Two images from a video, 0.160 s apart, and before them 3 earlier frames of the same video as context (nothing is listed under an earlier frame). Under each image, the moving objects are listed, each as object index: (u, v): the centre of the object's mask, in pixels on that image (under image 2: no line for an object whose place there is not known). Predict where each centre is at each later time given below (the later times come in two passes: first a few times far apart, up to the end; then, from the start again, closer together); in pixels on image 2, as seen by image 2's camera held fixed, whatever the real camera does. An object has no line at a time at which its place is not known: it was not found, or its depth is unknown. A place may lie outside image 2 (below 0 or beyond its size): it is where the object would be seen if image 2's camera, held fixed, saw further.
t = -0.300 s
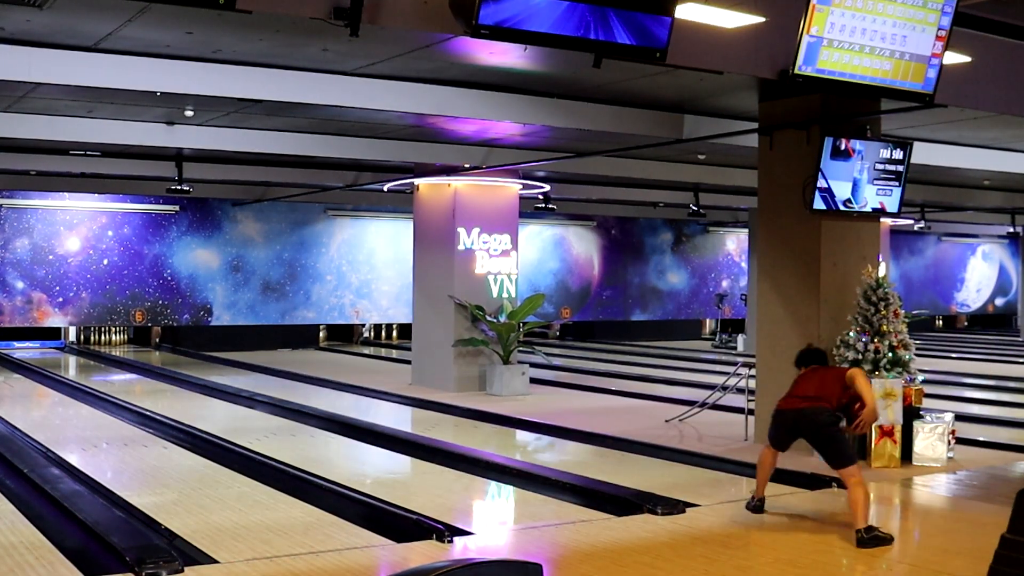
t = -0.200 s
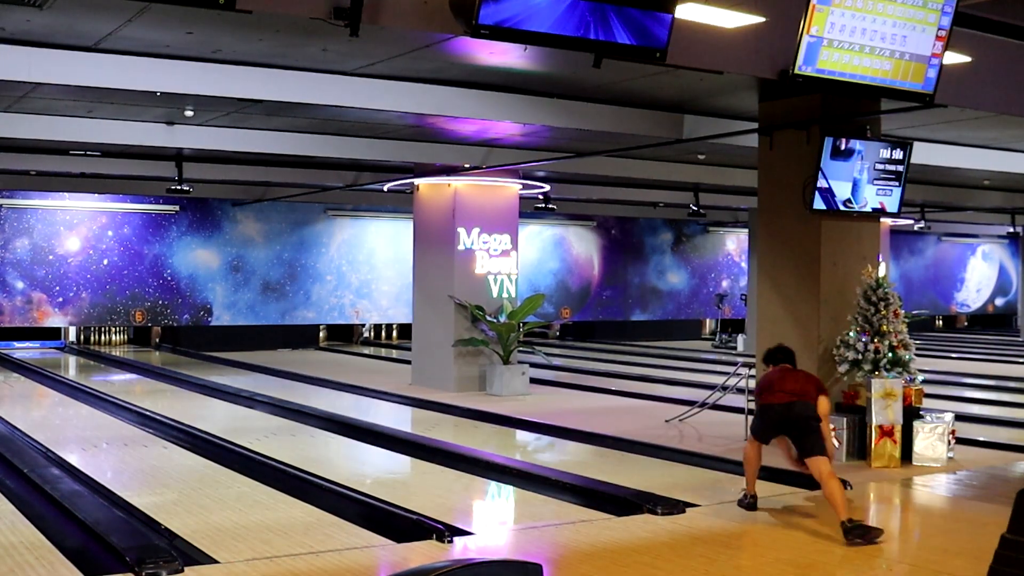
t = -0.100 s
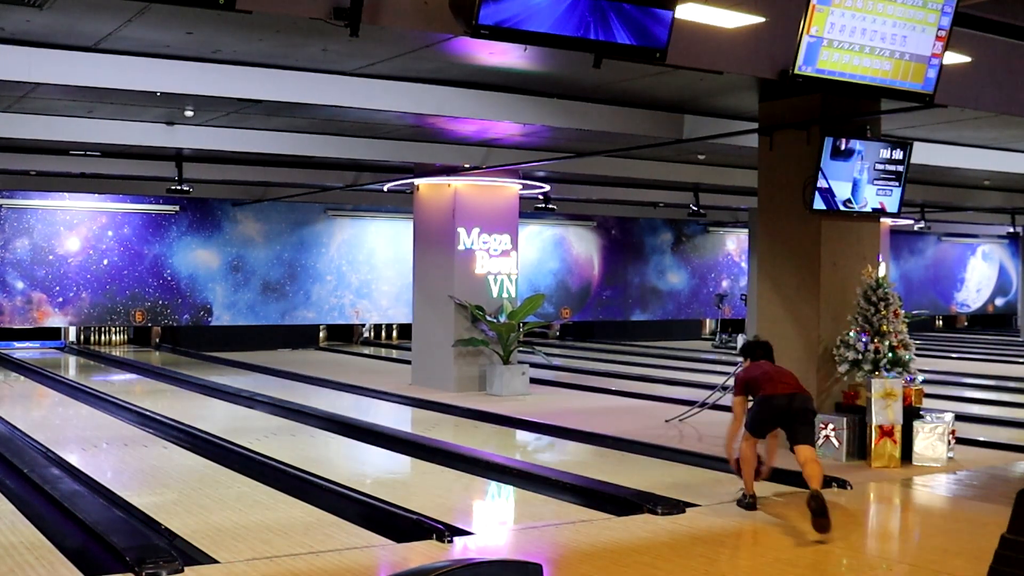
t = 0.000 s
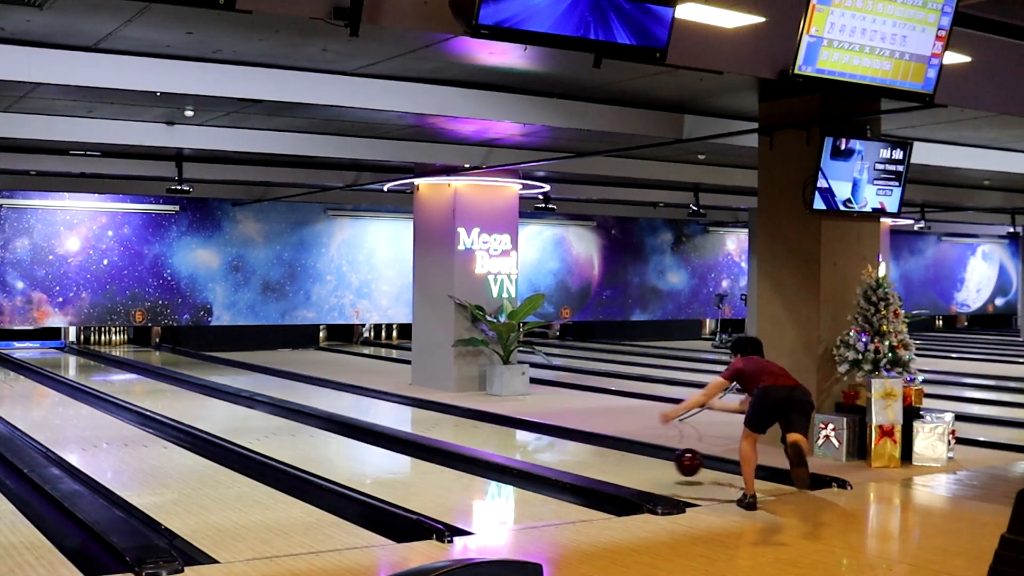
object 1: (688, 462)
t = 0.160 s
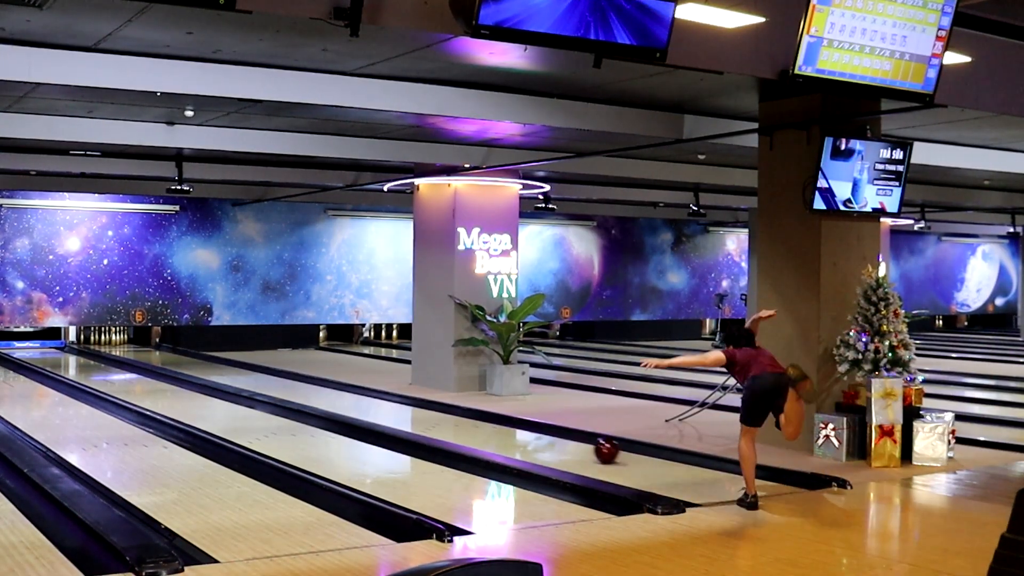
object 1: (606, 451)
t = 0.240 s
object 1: (571, 443)
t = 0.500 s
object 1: (475, 420)
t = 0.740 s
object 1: (407, 403)
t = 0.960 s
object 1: (356, 391)
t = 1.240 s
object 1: (301, 378)
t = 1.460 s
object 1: (266, 370)
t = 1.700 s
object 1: (231, 362)
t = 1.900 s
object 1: (204, 357)
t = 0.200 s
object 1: (588, 446)
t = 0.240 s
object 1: (571, 443)
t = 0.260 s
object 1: (562, 441)
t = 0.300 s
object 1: (547, 437)
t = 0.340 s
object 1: (531, 433)
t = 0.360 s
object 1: (524, 432)
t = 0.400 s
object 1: (509, 428)
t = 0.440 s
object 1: (496, 425)
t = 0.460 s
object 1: (489, 423)
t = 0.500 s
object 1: (475, 420)
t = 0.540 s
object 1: (463, 418)
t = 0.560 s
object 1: (457, 416)
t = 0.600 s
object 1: (445, 414)
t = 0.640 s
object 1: (434, 411)
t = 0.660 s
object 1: (428, 409)
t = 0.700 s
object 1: (417, 406)
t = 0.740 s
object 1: (407, 403)
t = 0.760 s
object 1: (401, 402)
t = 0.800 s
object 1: (392, 400)
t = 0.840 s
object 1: (382, 397)
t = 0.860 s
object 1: (378, 396)
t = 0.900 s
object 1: (369, 394)
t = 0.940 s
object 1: (360, 392)
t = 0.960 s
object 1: (356, 391)
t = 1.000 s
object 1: (347, 389)
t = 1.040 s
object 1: (340, 387)
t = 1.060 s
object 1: (335, 386)
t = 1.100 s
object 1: (328, 384)
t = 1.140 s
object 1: (320, 382)
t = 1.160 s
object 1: (316, 381)
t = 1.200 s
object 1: (309, 380)
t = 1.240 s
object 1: (301, 378)
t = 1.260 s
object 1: (298, 377)
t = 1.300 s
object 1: (291, 376)
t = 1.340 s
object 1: (285, 374)
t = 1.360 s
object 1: (281, 373)
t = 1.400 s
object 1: (275, 372)
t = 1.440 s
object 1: (269, 370)
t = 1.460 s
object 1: (266, 370)
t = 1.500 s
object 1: (260, 369)
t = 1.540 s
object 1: (254, 367)
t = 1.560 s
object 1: (251, 366)
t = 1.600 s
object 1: (245, 365)
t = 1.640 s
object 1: (240, 364)
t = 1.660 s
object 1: (237, 363)
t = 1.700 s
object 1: (231, 362)
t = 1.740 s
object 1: (226, 361)
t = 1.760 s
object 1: (223, 361)
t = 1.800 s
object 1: (218, 360)
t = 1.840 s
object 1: (213, 358)
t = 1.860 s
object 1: (211, 358)
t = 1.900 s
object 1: (204, 357)
